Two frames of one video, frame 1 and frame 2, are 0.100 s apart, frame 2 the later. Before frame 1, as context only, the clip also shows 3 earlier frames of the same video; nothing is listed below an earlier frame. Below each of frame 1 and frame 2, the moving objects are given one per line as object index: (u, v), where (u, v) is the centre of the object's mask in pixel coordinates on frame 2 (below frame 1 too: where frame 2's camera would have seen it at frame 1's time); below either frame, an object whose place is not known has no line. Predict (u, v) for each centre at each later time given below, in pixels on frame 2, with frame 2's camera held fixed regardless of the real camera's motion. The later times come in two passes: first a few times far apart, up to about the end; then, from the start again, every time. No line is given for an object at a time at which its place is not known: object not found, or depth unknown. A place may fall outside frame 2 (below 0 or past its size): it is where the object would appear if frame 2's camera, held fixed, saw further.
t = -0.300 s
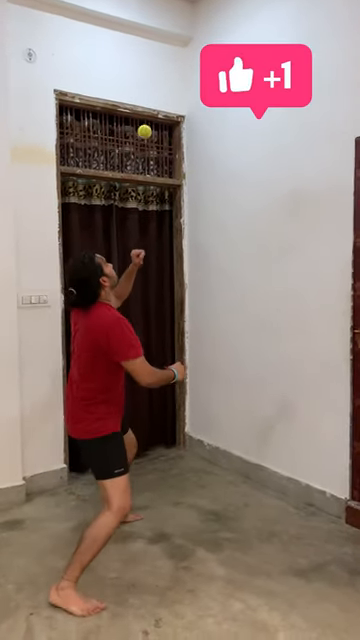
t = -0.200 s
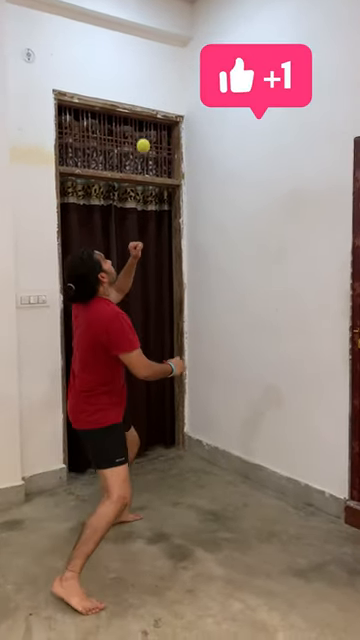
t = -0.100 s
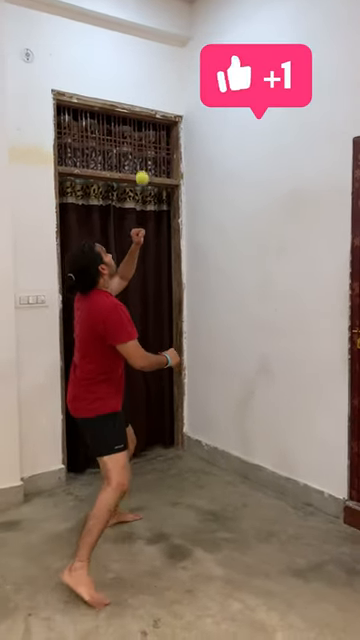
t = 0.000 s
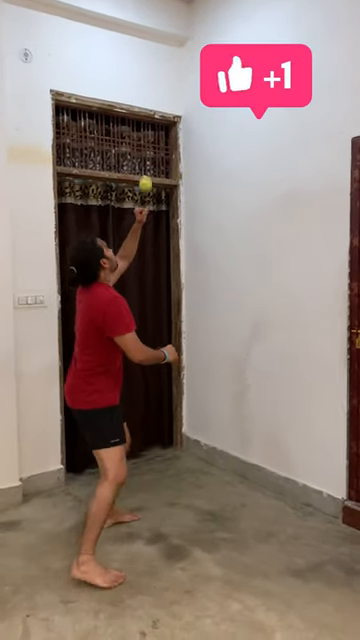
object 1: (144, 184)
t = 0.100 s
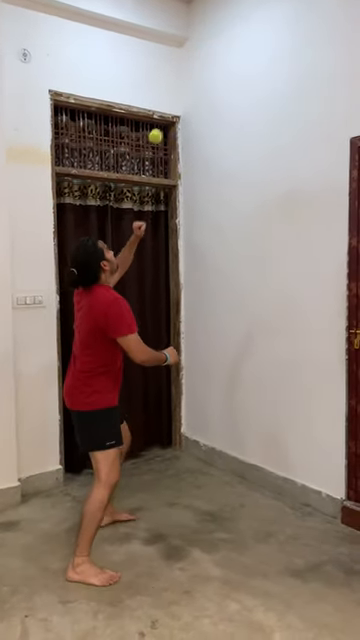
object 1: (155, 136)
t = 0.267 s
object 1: (175, 98)
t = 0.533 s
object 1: (207, 143)
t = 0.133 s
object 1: (159, 124)
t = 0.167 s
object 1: (164, 115)
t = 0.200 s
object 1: (167, 107)
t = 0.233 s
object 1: (171, 102)
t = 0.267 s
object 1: (175, 98)
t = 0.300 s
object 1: (179, 96)
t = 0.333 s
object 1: (183, 97)
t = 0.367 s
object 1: (187, 101)
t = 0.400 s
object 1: (191, 105)
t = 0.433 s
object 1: (195, 112)
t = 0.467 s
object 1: (199, 120)
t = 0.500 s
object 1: (203, 130)
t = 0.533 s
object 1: (207, 143)
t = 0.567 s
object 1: (211, 157)
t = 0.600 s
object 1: (215, 171)
